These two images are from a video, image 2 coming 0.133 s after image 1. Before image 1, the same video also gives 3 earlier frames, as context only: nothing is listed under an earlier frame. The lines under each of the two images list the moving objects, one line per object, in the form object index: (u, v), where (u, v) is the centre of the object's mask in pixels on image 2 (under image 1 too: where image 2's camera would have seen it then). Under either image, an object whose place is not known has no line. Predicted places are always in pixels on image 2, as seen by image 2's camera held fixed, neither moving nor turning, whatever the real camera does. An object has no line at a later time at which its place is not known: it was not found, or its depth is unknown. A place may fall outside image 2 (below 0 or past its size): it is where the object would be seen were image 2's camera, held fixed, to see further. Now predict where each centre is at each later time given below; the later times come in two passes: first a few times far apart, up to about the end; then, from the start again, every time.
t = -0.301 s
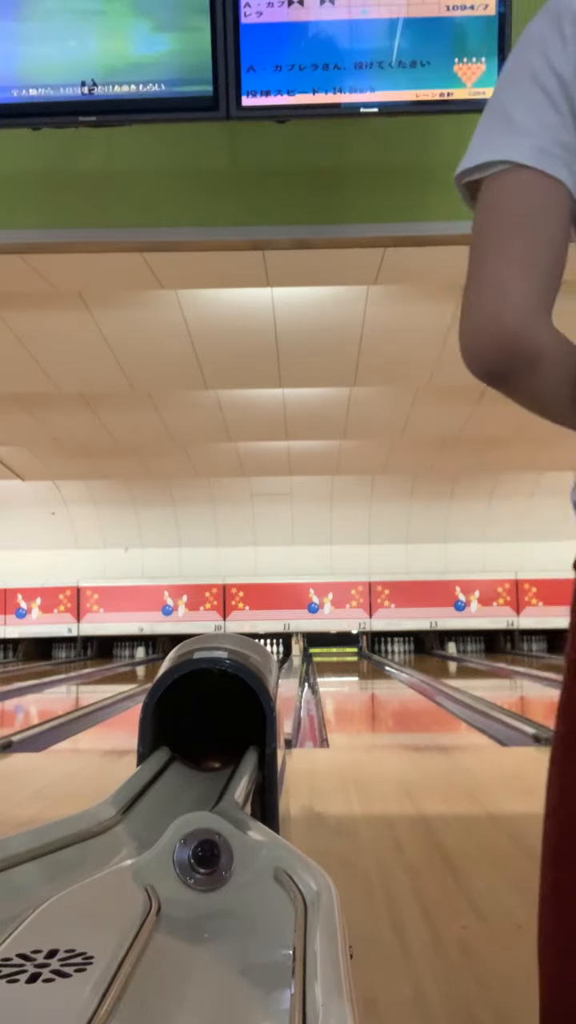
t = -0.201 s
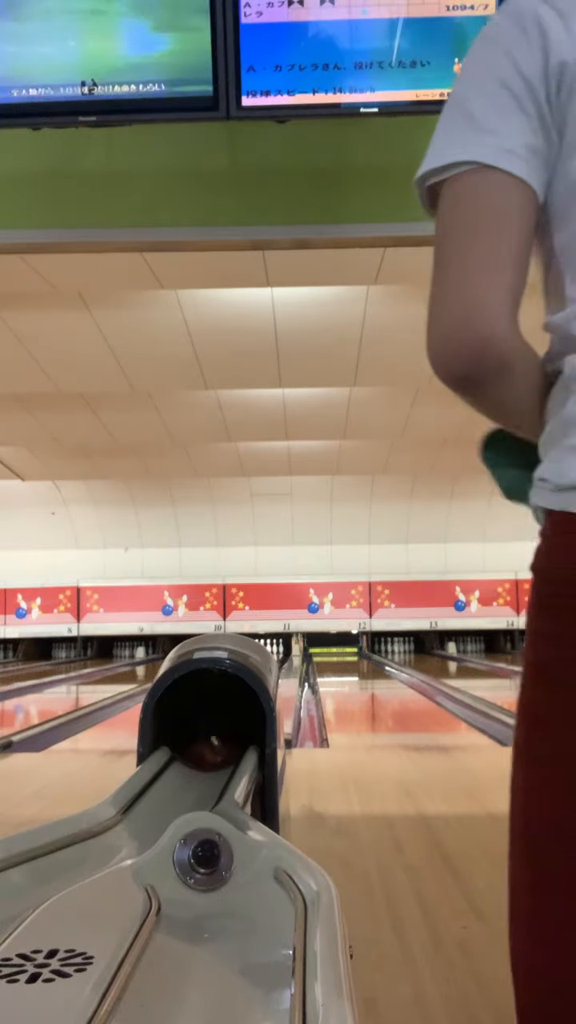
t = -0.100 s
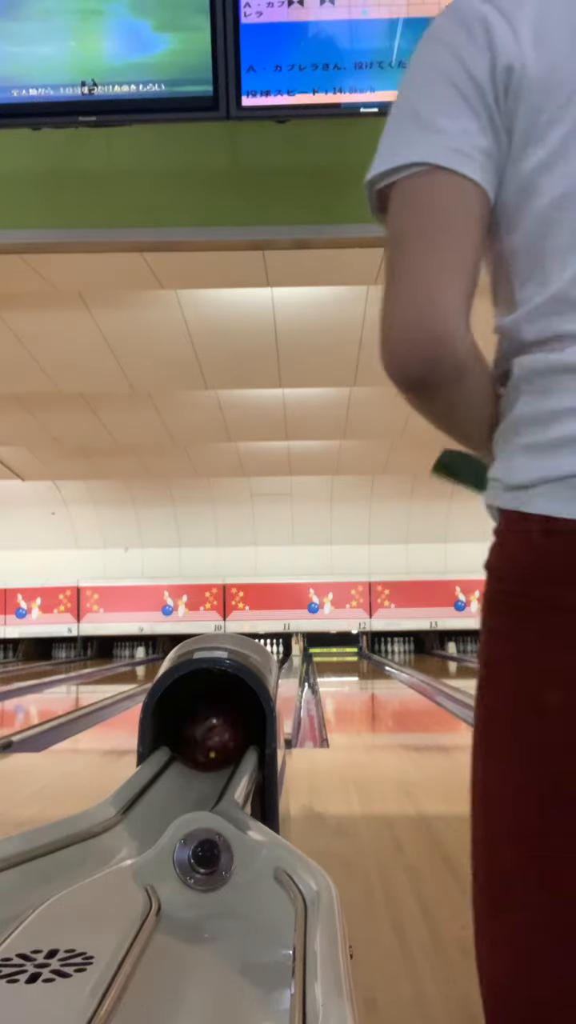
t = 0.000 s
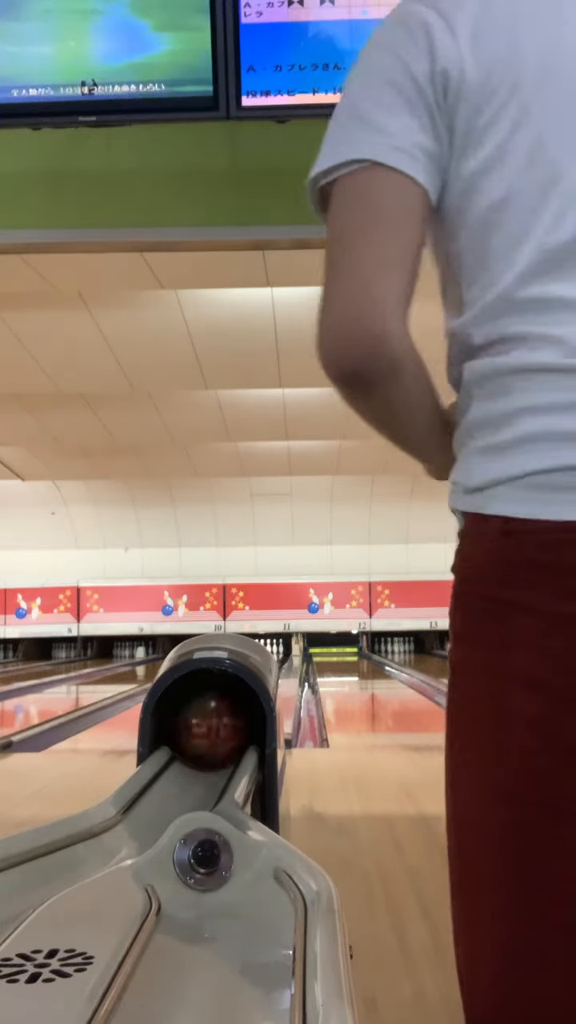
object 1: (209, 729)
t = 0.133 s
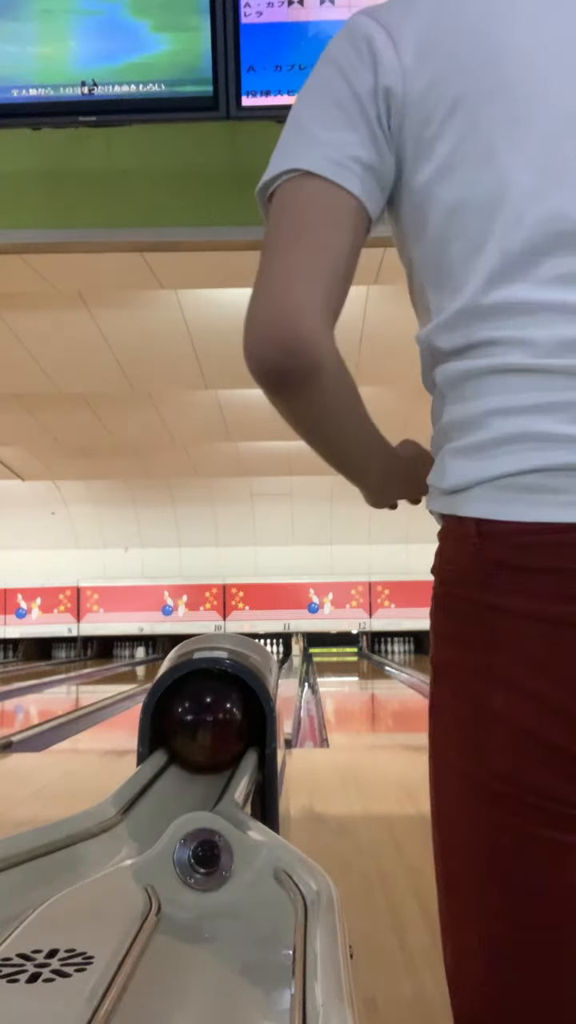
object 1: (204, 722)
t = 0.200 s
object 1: (205, 725)
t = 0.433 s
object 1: (199, 732)
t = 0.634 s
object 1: (193, 739)
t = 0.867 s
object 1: (183, 748)
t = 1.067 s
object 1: (173, 756)
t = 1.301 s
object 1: (158, 764)
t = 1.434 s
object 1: (140, 771)
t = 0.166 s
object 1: (203, 724)
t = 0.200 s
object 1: (205, 725)
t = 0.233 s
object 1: (204, 726)
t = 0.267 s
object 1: (204, 727)
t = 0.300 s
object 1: (203, 728)
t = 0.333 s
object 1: (202, 729)
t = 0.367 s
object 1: (201, 730)
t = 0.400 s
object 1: (200, 731)
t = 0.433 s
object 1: (199, 732)
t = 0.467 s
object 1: (198, 733)
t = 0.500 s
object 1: (197, 734)
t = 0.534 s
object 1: (196, 735)
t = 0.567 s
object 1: (195, 736)
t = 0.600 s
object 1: (193, 738)
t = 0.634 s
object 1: (193, 739)
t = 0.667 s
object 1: (192, 741)
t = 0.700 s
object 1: (190, 742)
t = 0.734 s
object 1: (189, 743)
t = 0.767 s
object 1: (188, 745)
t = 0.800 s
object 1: (186, 746)
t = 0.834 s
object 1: (185, 747)
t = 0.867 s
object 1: (183, 748)
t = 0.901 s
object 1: (182, 750)
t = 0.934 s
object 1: (180, 751)
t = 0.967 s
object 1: (179, 752)
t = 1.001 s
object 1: (177, 753)
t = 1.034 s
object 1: (175, 755)
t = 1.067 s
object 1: (173, 756)
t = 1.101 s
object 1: (172, 757)
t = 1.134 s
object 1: (170, 758)
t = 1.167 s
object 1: (168, 757)
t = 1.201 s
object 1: (166, 759)
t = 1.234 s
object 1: (164, 761)
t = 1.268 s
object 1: (161, 762)
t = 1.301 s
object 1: (158, 764)
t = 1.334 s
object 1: (154, 765)
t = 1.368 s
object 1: (150, 767)
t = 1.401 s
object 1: (145, 769)
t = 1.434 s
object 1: (140, 771)
